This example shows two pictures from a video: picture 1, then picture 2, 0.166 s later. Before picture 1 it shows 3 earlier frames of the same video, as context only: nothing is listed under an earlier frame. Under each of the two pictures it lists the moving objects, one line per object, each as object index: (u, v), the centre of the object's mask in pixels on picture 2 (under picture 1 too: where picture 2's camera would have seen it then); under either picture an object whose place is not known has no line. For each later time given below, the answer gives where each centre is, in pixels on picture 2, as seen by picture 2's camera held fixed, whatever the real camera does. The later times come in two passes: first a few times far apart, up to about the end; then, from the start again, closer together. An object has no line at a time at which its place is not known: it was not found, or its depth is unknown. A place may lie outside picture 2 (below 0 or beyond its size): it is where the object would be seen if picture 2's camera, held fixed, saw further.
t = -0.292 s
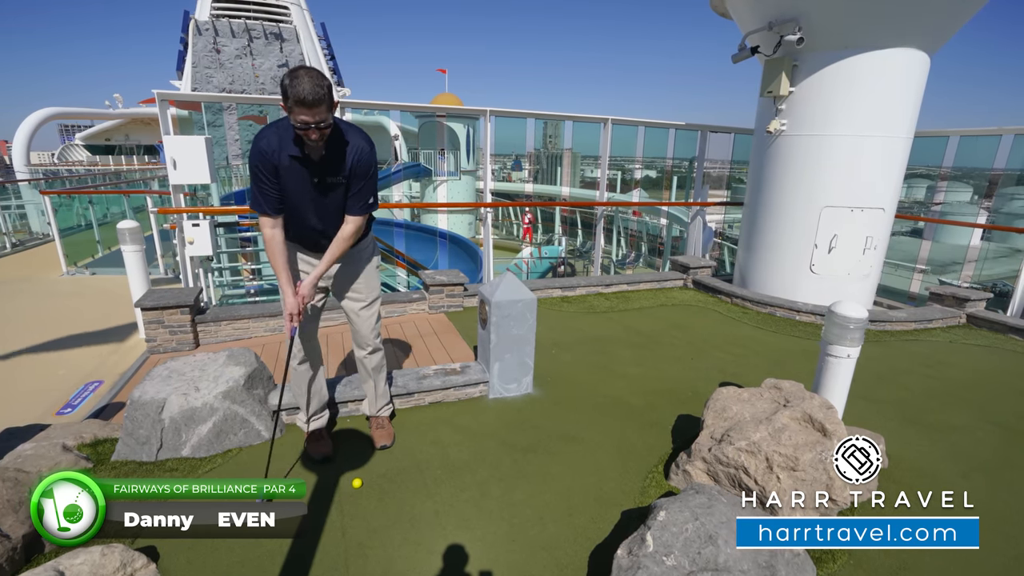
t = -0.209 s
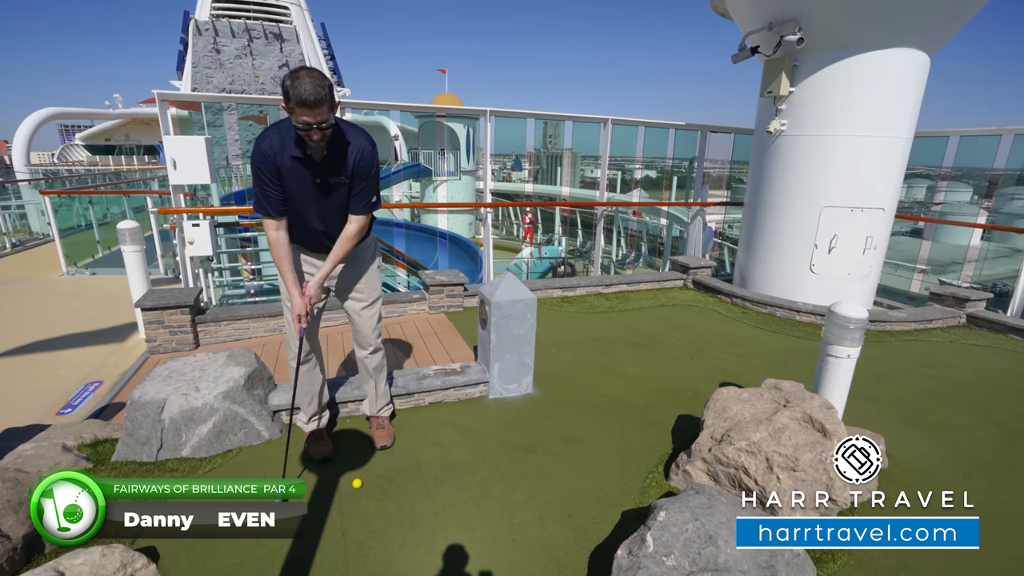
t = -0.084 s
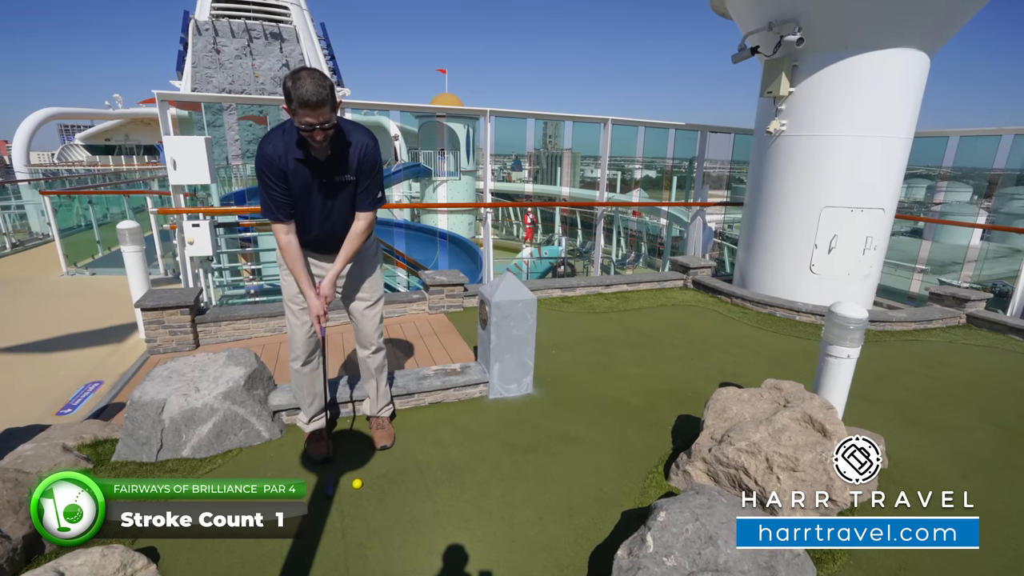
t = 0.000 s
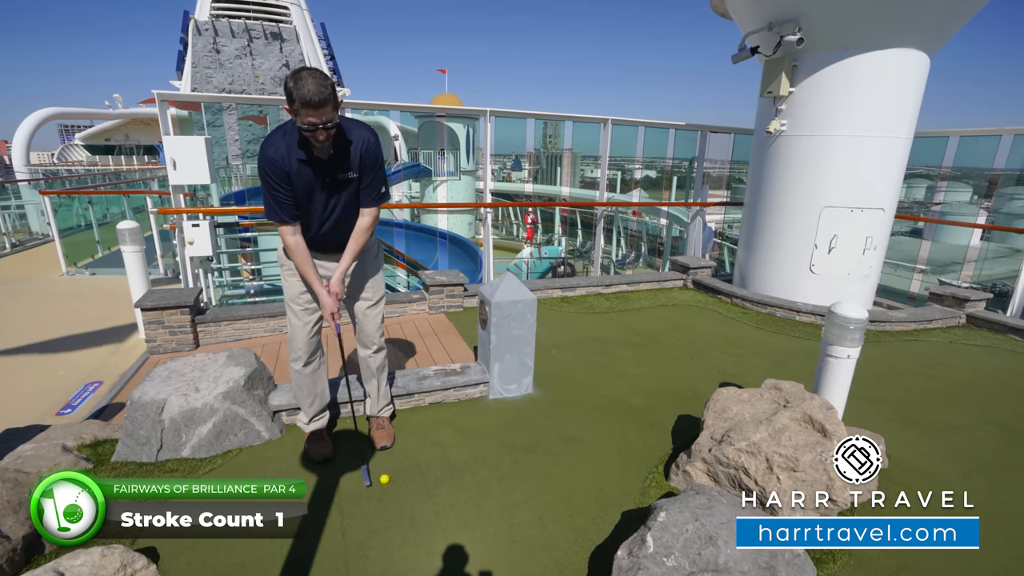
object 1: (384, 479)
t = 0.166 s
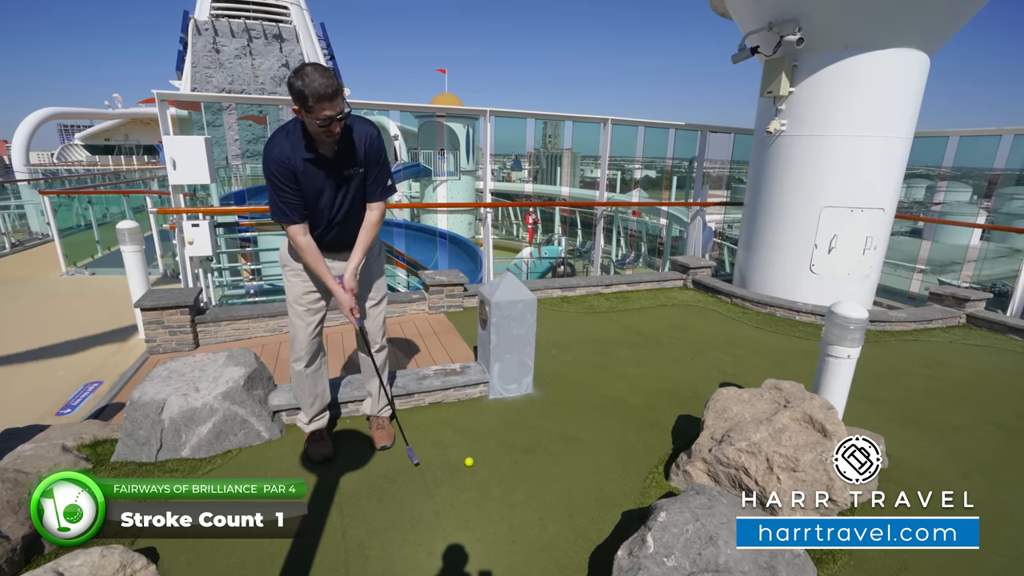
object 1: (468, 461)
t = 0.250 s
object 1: (501, 456)
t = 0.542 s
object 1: (596, 437)
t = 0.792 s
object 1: (663, 425)
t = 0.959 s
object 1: (699, 419)
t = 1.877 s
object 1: (848, 385)
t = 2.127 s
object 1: (871, 379)
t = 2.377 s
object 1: (896, 374)
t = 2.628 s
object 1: (918, 371)
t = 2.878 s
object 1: (938, 369)
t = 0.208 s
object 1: (486, 459)
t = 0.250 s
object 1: (501, 456)
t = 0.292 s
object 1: (516, 454)
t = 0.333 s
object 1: (530, 451)
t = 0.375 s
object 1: (544, 448)
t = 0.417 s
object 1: (558, 445)
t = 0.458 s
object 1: (571, 443)
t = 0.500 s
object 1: (584, 440)
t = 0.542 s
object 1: (596, 437)
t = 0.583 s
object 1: (608, 435)
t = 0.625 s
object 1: (620, 433)
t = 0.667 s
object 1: (631, 431)
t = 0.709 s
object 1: (642, 429)
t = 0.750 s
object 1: (653, 427)
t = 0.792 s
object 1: (663, 425)
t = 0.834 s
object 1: (673, 422)
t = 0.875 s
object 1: (683, 421)
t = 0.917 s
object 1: (692, 419)
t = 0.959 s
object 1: (699, 419)
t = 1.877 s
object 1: (848, 385)
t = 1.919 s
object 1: (850, 383)
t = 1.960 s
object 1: (854, 382)
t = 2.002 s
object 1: (858, 381)
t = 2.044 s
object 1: (863, 380)
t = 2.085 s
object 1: (867, 379)
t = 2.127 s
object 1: (871, 379)
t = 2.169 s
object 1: (875, 378)
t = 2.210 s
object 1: (880, 377)
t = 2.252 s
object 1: (884, 376)
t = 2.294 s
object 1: (888, 375)
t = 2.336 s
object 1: (892, 375)
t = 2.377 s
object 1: (896, 374)
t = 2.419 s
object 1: (899, 373)
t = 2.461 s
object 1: (903, 373)
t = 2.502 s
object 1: (907, 372)
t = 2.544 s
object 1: (910, 372)
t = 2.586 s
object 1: (914, 371)
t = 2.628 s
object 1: (918, 371)
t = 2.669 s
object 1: (921, 371)
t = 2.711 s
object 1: (925, 370)
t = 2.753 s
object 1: (928, 370)
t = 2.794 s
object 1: (932, 370)
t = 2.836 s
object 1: (935, 370)
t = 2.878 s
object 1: (938, 369)
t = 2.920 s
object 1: (941, 369)
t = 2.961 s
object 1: (944, 368)
